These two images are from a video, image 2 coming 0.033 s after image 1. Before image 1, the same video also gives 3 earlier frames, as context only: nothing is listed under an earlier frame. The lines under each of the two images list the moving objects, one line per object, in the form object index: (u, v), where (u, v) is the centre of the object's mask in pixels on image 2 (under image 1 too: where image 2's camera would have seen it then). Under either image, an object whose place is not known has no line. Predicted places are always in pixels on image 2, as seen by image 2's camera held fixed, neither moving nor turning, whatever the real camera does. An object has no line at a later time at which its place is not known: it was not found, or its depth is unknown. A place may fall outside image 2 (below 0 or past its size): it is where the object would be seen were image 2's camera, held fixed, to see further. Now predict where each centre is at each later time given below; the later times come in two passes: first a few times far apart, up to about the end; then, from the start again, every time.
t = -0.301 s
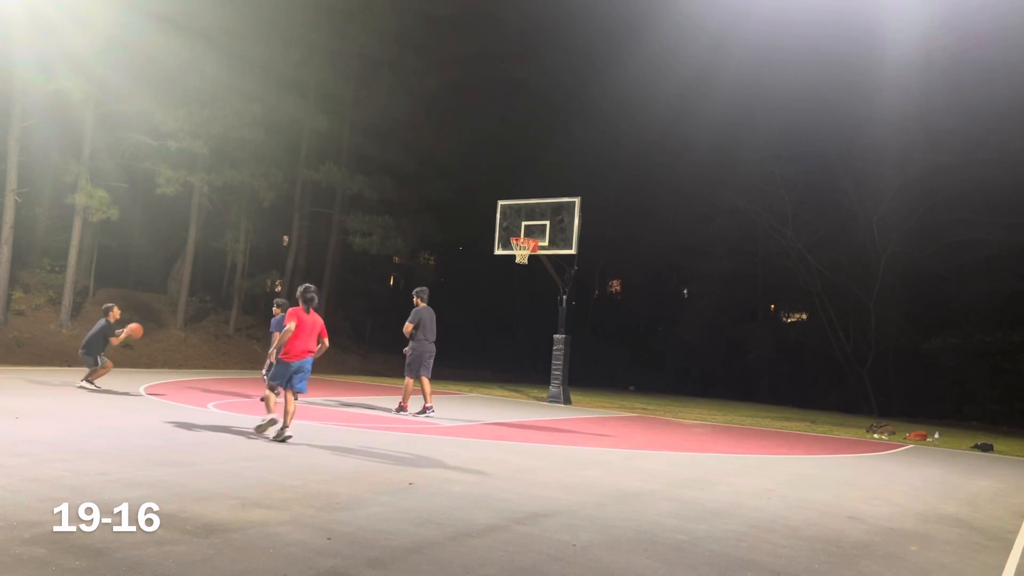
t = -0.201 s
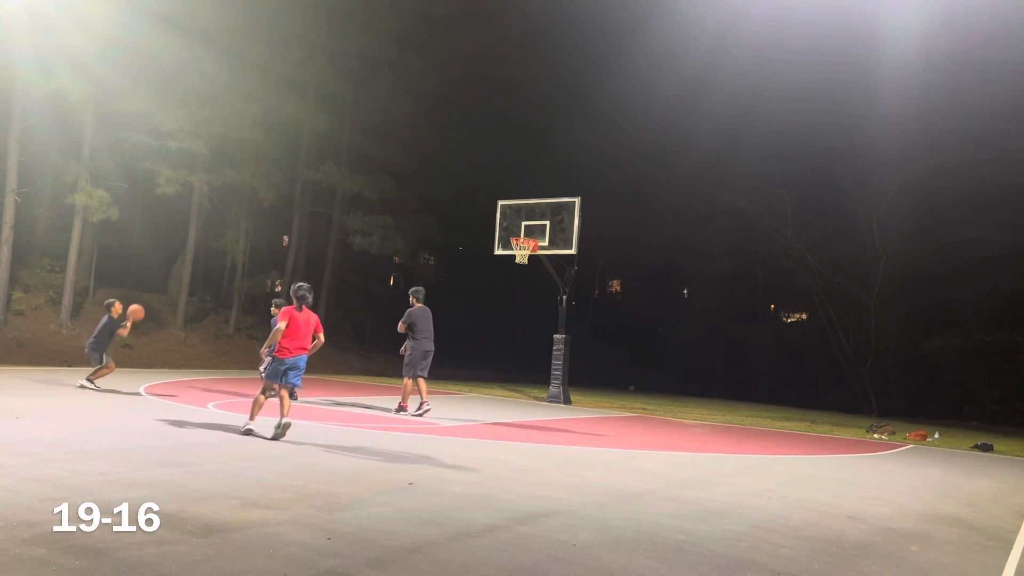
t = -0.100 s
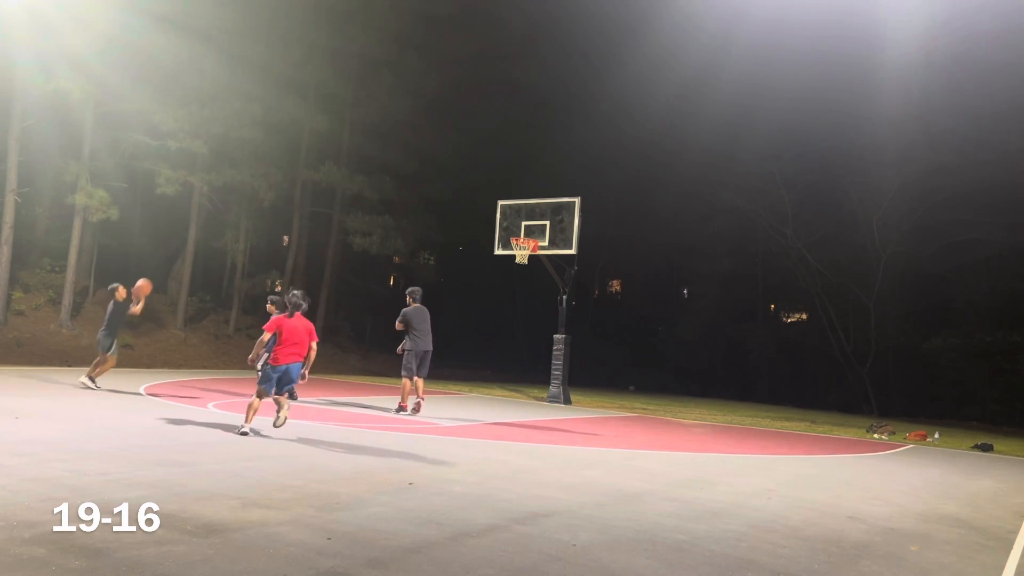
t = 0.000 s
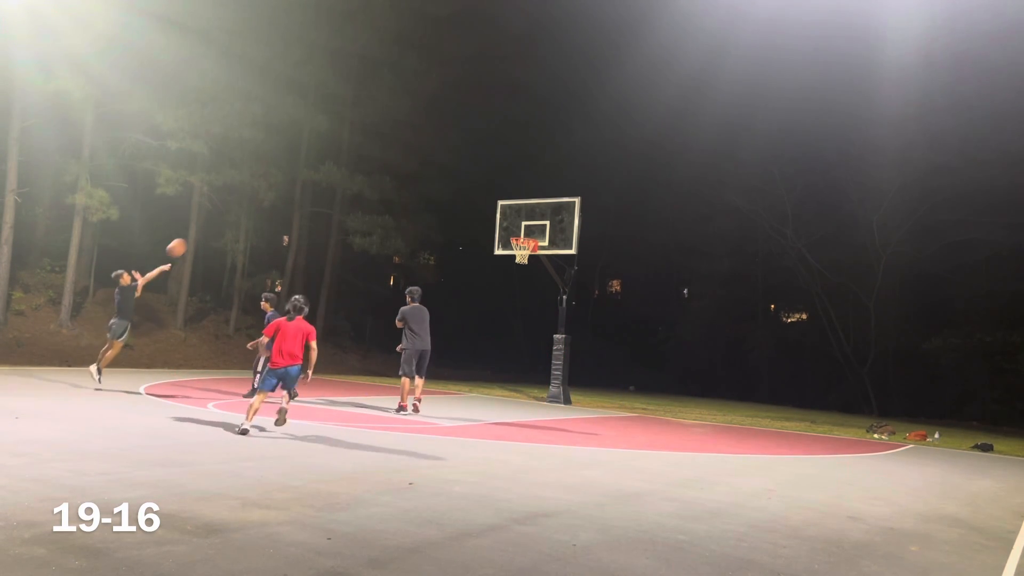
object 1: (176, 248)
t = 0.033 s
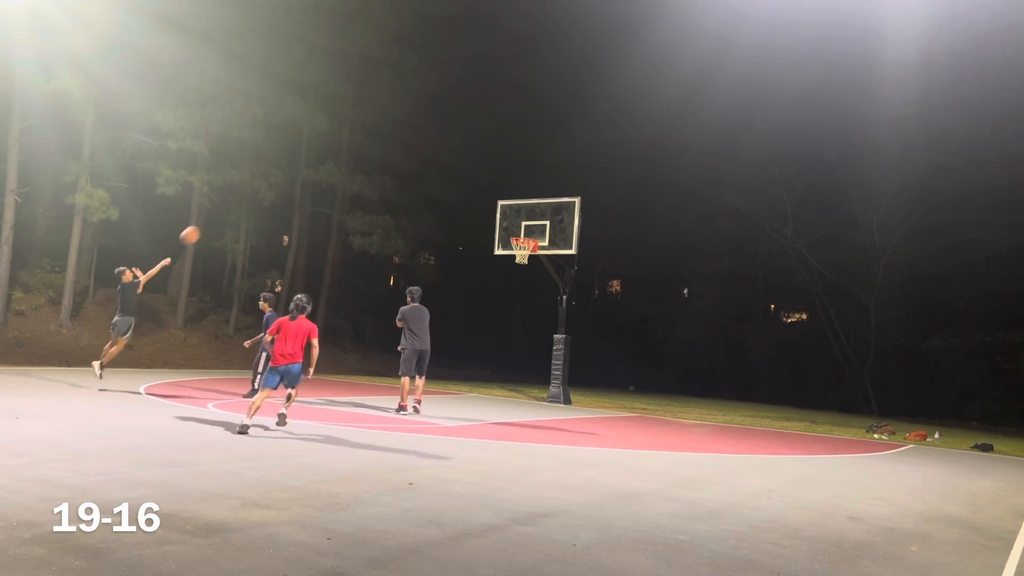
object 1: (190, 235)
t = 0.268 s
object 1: (276, 171)
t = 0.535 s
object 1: (360, 142)
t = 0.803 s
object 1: (432, 155)
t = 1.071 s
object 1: (492, 202)
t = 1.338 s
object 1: (502, 223)
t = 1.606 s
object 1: (465, 212)
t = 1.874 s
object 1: (428, 235)
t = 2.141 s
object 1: (390, 291)
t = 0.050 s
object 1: (196, 229)
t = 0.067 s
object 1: (203, 224)
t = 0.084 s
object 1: (210, 218)
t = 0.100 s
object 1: (216, 213)
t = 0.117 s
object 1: (222, 208)
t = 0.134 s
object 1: (228, 203)
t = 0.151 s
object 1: (234, 198)
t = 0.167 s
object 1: (241, 194)
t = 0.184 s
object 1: (246, 189)
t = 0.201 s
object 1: (253, 185)
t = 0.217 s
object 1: (258, 181)
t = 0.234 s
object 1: (264, 177)
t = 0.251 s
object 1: (270, 174)
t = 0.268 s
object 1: (276, 171)
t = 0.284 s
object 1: (281, 167)
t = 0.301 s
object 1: (287, 165)
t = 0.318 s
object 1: (292, 162)
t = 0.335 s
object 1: (298, 159)
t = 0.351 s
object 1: (303, 157)
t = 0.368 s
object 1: (308, 155)
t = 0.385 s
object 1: (314, 153)
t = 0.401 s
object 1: (319, 151)
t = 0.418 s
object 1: (324, 149)
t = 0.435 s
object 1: (329, 148)
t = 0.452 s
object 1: (334, 147)
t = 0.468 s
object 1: (340, 145)
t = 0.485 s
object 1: (345, 145)
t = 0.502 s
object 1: (350, 144)
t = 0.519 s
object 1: (355, 143)
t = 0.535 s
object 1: (360, 142)
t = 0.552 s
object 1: (364, 142)
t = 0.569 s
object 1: (369, 142)
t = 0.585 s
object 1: (374, 142)
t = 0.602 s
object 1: (378, 142)
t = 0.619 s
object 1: (383, 142)
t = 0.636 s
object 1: (388, 143)
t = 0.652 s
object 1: (392, 143)
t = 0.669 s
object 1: (397, 144)
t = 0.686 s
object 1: (402, 145)
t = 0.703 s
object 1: (406, 146)
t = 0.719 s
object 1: (410, 147)
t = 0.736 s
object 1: (415, 148)
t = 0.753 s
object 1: (419, 150)
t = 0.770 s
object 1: (423, 151)
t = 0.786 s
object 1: (427, 153)
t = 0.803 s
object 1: (432, 155)
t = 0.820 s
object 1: (436, 157)
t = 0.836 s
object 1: (440, 159)
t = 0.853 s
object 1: (444, 161)
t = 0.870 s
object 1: (448, 164)
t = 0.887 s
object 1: (452, 166)
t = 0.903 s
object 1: (456, 169)
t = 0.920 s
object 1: (460, 171)
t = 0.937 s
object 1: (463, 174)
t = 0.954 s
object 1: (467, 178)
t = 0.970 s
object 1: (471, 181)
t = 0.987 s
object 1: (475, 184)
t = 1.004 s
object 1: (478, 187)
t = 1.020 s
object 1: (482, 191)
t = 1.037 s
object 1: (486, 194)
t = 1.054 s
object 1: (489, 198)
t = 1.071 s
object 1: (492, 202)
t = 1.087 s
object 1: (496, 206)
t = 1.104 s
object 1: (500, 210)
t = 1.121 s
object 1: (504, 215)
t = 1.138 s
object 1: (507, 219)
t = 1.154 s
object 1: (510, 223)
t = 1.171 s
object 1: (514, 227)
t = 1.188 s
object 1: (517, 232)
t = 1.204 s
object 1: (518, 235)
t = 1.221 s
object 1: (517, 236)
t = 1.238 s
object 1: (515, 235)
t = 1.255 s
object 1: (513, 233)
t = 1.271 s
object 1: (511, 231)
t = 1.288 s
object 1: (509, 229)
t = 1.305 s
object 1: (507, 227)
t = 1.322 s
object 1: (505, 225)
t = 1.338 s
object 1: (502, 223)
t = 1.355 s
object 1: (500, 221)
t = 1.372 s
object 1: (497, 219)
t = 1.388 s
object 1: (495, 218)
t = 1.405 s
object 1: (493, 217)
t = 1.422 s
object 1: (490, 216)
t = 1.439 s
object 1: (489, 215)
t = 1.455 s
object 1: (486, 214)
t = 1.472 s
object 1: (484, 213)
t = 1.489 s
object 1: (482, 212)
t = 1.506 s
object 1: (479, 212)
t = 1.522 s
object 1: (477, 211)
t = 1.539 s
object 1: (475, 211)
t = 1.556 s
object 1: (472, 211)
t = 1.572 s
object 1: (470, 211)
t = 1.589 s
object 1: (468, 212)
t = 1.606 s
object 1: (465, 212)
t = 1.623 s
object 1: (463, 212)
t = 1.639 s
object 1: (461, 213)
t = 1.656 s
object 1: (458, 214)
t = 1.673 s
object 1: (456, 215)
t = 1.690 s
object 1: (454, 216)
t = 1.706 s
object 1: (451, 217)
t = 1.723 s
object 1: (449, 218)
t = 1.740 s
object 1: (447, 219)
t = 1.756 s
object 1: (444, 221)
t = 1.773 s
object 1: (442, 223)
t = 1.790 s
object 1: (440, 224)
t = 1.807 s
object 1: (437, 226)
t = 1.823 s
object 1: (435, 228)
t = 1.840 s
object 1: (433, 231)
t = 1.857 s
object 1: (430, 233)
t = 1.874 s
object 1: (428, 235)
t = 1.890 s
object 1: (426, 238)
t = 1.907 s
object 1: (423, 241)
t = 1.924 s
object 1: (421, 243)
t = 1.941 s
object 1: (418, 246)
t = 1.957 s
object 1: (416, 249)
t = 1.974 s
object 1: (414, 253)
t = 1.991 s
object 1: (411, 256)
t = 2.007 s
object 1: (409, 259)
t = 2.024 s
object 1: (406, 263)
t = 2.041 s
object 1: (404, 266)
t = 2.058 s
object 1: (402, 270)
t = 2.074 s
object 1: (399, 274)
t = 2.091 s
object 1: (397, 278)
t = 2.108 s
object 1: (395, 282)
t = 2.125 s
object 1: (392, 287)
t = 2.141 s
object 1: (390, 291)
